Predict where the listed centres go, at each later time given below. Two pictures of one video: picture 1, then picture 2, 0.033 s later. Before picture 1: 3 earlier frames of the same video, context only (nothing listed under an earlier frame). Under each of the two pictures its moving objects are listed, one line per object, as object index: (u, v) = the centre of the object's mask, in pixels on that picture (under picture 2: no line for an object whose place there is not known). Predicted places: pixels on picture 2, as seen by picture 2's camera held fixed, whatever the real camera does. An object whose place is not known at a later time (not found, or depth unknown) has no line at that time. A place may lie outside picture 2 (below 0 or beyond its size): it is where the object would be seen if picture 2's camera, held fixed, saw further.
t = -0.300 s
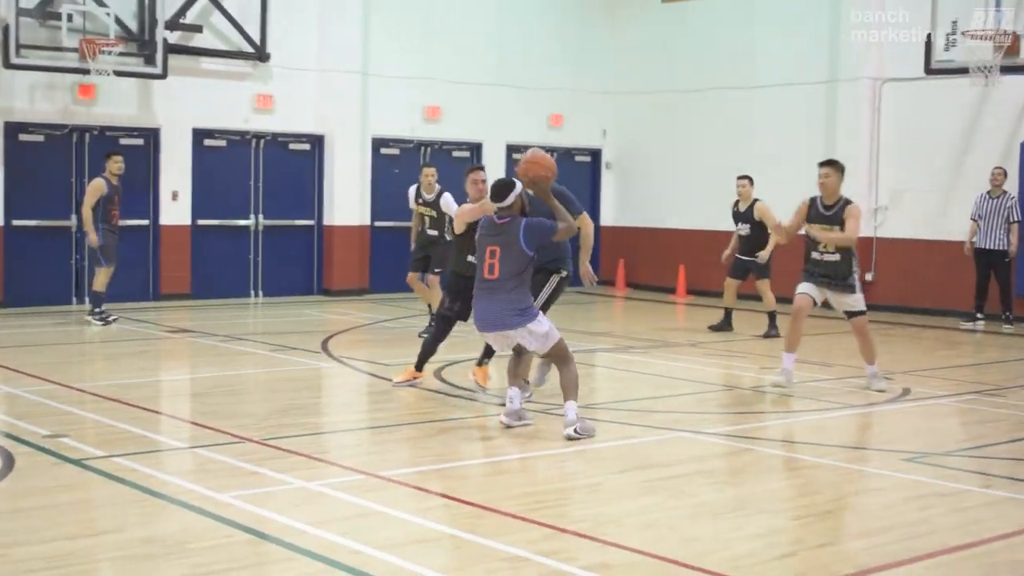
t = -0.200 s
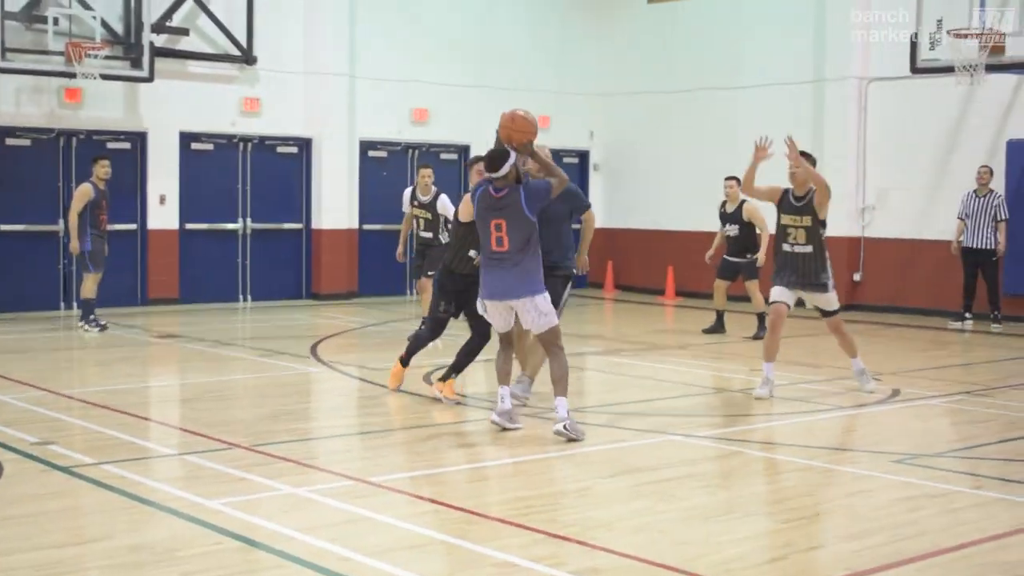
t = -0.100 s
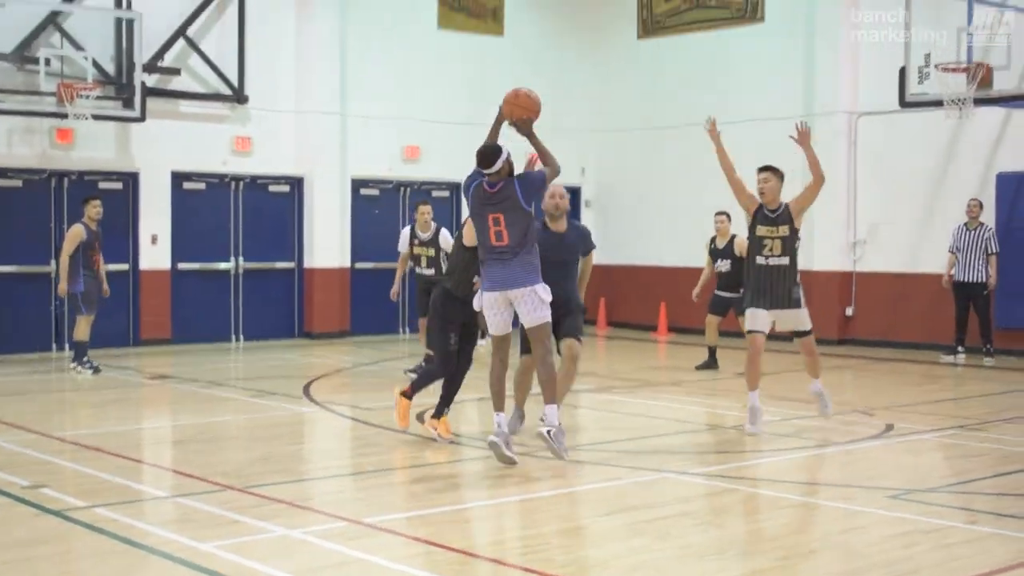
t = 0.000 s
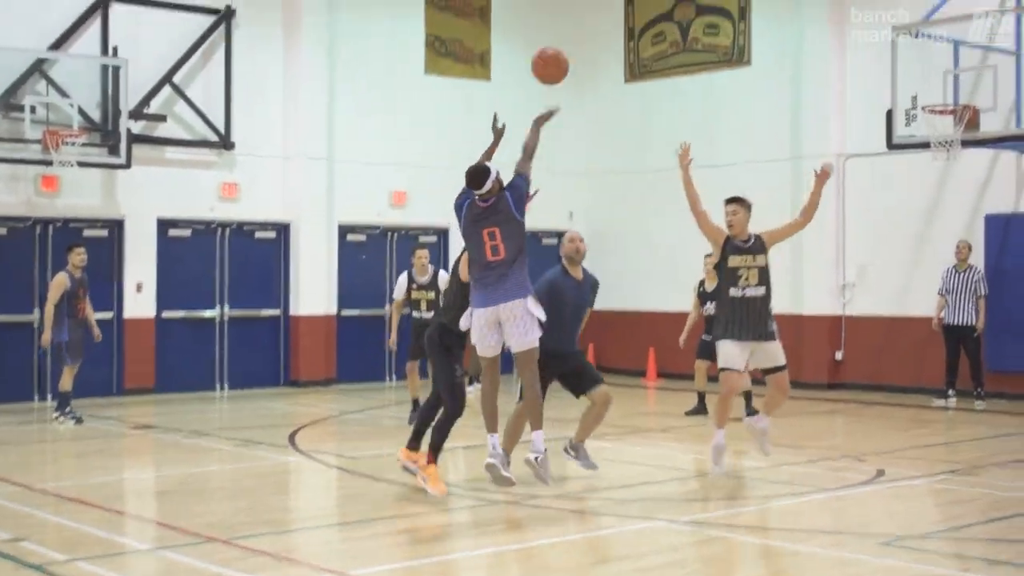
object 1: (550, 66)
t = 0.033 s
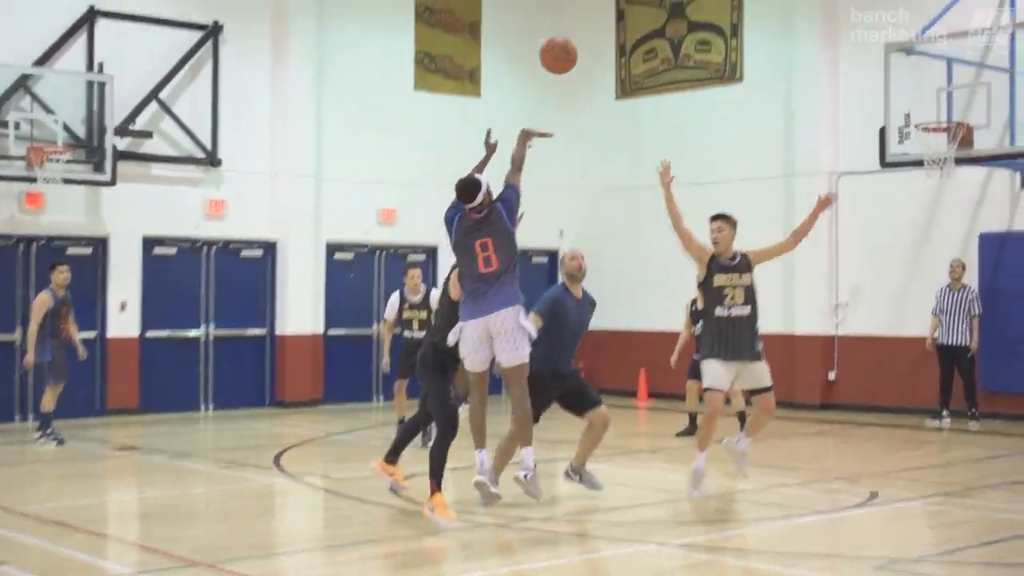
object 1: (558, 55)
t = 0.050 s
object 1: (567, 45)
